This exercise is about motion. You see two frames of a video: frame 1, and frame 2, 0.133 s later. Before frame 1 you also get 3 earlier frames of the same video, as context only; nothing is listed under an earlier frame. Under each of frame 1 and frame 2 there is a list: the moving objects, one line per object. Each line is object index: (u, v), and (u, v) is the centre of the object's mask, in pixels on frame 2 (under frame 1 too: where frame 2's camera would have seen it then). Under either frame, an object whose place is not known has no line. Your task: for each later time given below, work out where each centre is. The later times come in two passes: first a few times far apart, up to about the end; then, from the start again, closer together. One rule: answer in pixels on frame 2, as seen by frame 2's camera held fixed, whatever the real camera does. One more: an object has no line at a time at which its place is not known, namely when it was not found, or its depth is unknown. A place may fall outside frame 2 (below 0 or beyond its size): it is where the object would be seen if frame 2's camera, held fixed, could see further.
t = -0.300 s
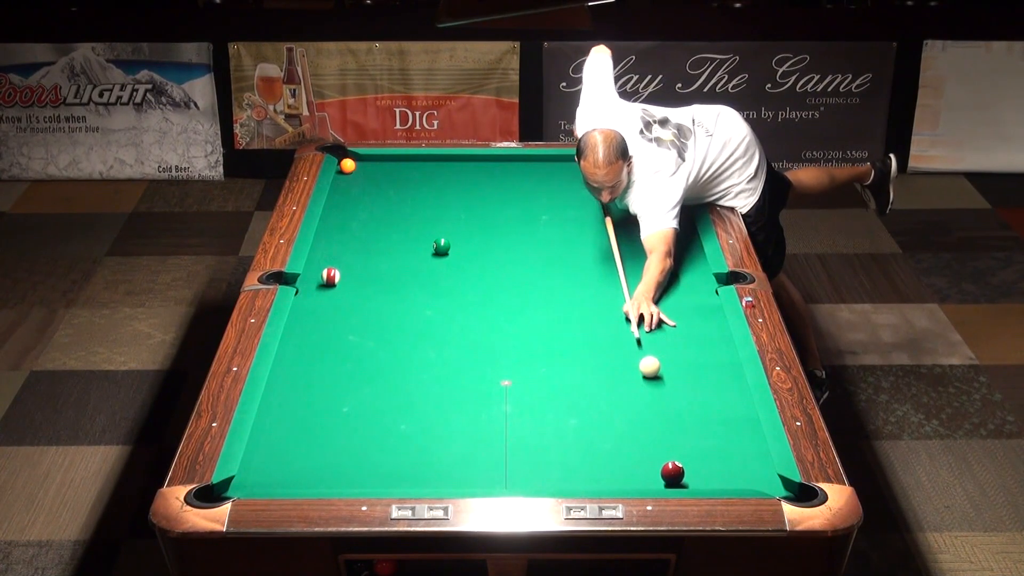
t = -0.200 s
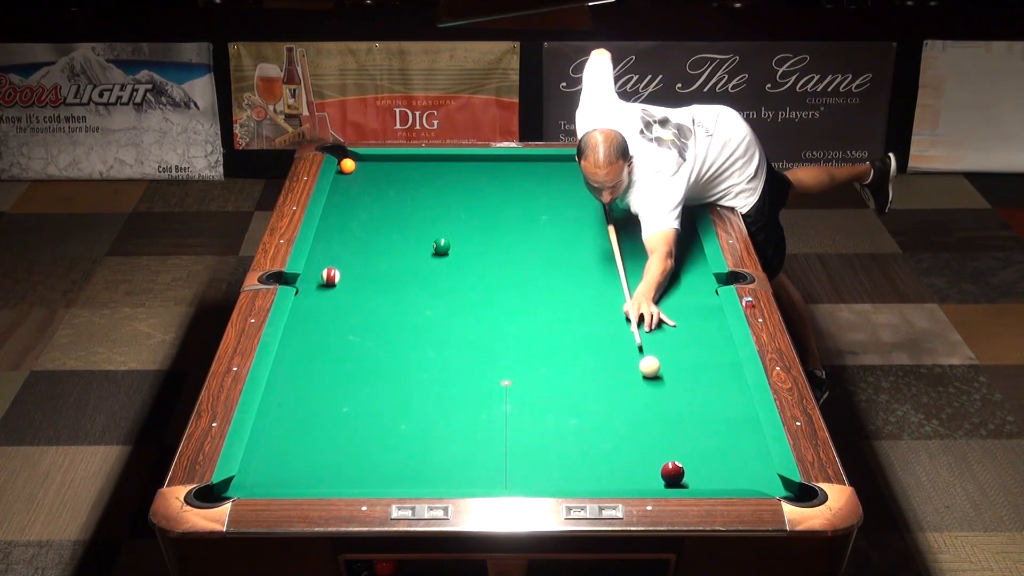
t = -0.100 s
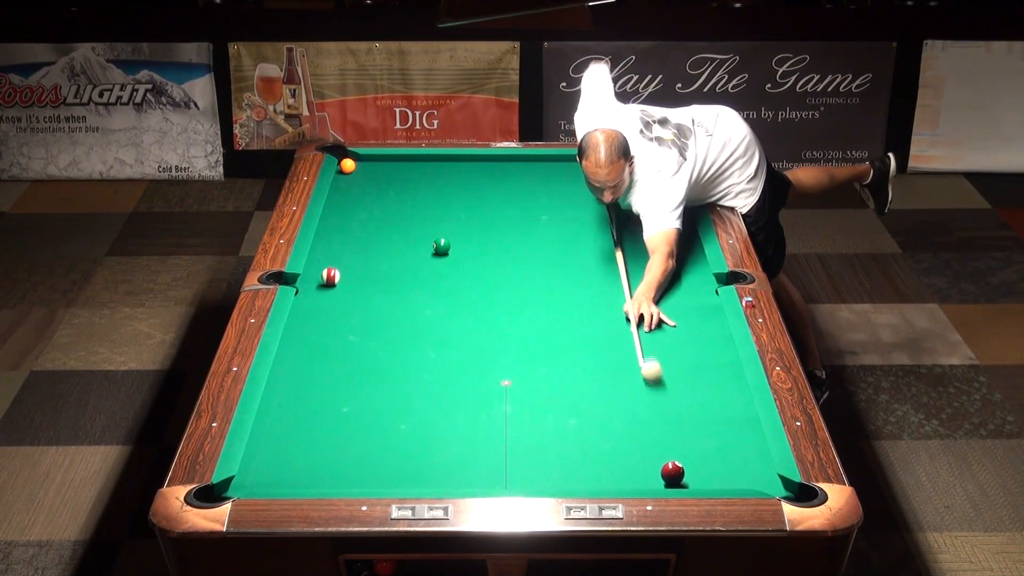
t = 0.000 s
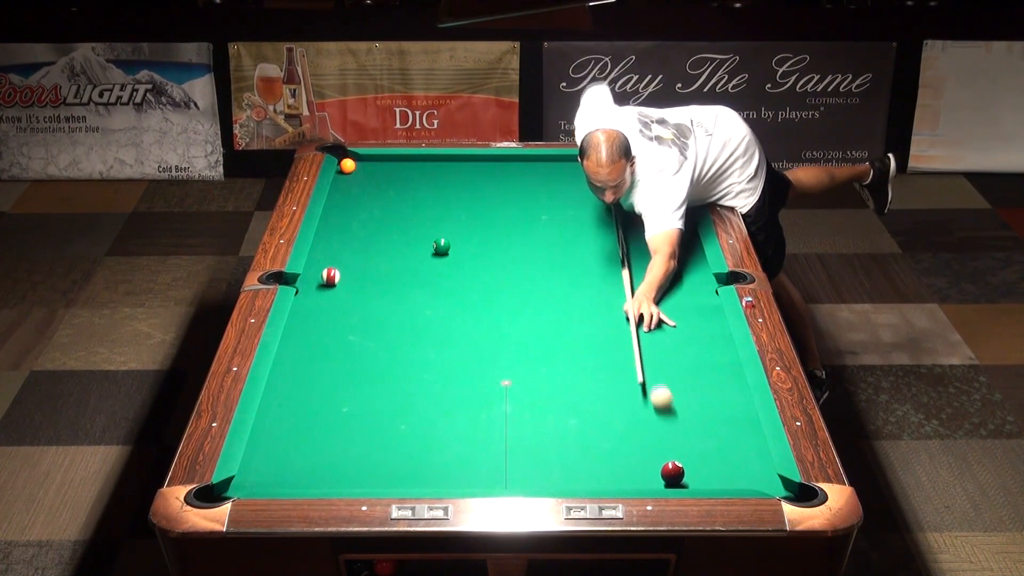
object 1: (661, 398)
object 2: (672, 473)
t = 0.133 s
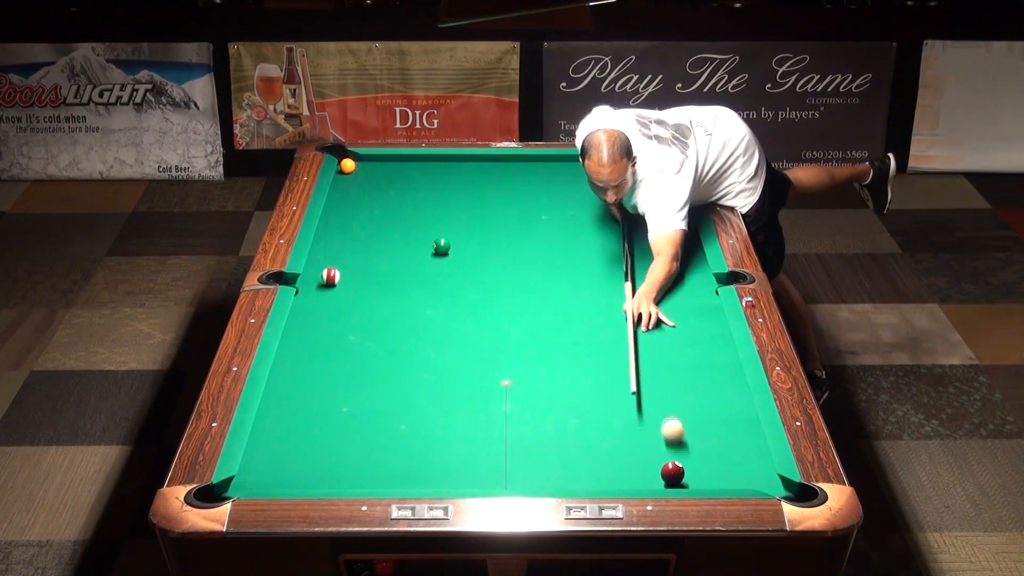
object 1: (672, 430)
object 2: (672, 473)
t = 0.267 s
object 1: (685, 462)
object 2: (670, 475)
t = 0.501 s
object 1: (731, 482)
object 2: (649, 473)
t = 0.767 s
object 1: (744, 470)
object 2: (633, 454)
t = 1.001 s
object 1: (755, 458)
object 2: (619, 438)
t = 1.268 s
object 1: (751, 450)
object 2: (606, 422)
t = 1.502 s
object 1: (743, 444)
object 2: (594, 409)
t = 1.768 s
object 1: (736, 439)
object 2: (583, 396)
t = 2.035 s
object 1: (730, 435)
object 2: (573, 384)
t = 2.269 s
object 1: (726, 432)
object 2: (565, 375)
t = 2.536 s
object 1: (723, 429)
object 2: (556, 365)
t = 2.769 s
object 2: (550, 359)
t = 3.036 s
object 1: (720, 428)
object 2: (543, 351)
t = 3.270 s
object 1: (719, 427)
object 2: (538, 345)
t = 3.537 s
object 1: (719, 428)
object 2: (533, 340)
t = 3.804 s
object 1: (719, 427)
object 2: (528, 336)
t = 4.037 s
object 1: (719, 427)
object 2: (525, 333)
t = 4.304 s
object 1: (719, 427)
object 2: (521, 330)
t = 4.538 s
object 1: (720, 427)
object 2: (519, 328)
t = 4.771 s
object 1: (719, 427)
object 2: (518, 327)
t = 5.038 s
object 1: (720, 427)
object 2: (518, 326)
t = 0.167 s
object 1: (675, 439)
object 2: (672, 473)
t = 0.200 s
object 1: (678, 447)
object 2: (672, 473)
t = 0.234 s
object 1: (681, 455)
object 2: (672, 473)
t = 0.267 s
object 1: (685, 462)
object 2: (670, 475)
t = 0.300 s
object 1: (692, 465)
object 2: (667, 478)
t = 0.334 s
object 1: (699, 468)
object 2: (662, 481)
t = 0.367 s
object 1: (706, 472)
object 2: (658, 481)
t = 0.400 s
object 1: (713, 476)
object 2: (656, 479)
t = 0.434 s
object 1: (720, 479)
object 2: (654, 478)
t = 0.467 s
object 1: (726, 481)
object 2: (652, 476)
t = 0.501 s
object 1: (731, 482)
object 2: (649, 473)
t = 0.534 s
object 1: (732, 480)
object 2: (647, 471)
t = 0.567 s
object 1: (734, 479)
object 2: (645, 468)
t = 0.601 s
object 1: (735, 478)
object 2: (643, 465)
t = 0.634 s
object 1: (737, 476)
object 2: (641, 463)
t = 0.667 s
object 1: (739, 475)
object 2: (639, 461)
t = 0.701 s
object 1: (741, 473)
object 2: (637, 459)
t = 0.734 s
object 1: (742, 471)
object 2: (635, 456)
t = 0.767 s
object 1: (744, 470)
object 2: (633, 454)
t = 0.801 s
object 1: (746, 468)
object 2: (631, 451)
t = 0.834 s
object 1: (747, 466)
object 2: (629, 449)
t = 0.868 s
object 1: (749, 465)
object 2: (627, 447)
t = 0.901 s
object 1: (750, 463)
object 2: (625, 445)
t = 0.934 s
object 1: (752, 461)
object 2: (623, 443)
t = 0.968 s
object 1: (754, 459)
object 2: (621, 440)
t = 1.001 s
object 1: (755, 458)
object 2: (619, 438)
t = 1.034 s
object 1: (757, 456)
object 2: (618, 435)
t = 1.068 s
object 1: (758, 455)
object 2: (616, 434)
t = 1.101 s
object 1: (757, 454)
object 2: (614, 432)
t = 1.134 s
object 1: (756, 453)
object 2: (612, 430)
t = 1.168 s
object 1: (755, 452)
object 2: (611, 428)
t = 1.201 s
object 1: (753, 451)
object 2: (609, 426)
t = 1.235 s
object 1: (752, 450)
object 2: (607, 423)
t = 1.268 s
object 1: (751, 450)
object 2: (606, 422)
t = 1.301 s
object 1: (750, 449)
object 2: (604, 420)
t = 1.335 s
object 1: (748, 448)
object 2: (602, 418)
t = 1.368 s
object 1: (747, 447)
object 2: (601, 416)
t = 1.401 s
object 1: (746, 446)
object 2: (599, 414)
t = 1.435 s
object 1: (745, 446)
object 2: (598, 413)
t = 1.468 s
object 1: (744, 445)
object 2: (596, 411)
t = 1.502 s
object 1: (743, 444)
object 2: (594, 409)
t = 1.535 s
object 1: (742, 443)
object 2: (593, 407)
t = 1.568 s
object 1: (741, 443)
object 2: (591, 406)
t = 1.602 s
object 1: (740, 442)
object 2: (590, 404)
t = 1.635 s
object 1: (739, 441)
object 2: (589, 402)
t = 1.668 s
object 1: (738, 441)
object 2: (587, 401)
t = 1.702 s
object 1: (738, 440)
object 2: (586, 399)
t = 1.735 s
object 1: (737, 440)
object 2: (584, 398)
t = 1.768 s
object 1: (736, 439)
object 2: (583, 396)
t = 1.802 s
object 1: (735, 438)
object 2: (582, 394)
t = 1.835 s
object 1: (734, 438)
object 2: (580, 393)
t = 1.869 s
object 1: (734, 437)
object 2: (579, 391)
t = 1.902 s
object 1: (733, 436)
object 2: (578, 390)
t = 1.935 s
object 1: (732, 436)
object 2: (577, 388)
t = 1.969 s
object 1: (732, 436)
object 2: (575, 387)
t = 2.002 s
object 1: (731, 435)
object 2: (574, 385)
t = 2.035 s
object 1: (730, 435)
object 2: (573, 384)
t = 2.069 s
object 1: (730, 434)
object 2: (572, 383)
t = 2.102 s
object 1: (729, 434)
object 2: (571, 381)
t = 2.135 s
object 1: (728, 433)
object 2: (569, 380)
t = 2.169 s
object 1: (728, 433)
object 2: (568, 379)
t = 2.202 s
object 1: (727, 433)
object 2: (567, 377)
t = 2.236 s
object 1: (727, 432)
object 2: (566, 376)
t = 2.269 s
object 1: (726, 432)
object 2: (565, 375)
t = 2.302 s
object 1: (726, 431)
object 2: (564, 374)
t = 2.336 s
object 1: (725, 431)
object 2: (563, 373)
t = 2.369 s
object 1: (725, 431)
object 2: (562, 371)
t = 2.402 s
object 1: (724, 430)
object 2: (561, 370)
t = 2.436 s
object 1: (724, 430)
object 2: (560, 369)
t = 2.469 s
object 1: (723, 430)
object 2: (559, 367)
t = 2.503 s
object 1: (723, 430)
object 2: (558, 366)
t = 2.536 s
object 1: (723, 429)
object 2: (556, 365)
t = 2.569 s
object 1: (722, 429)
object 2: (556, 364)
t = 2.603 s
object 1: (723, 429)
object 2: (555, 363)
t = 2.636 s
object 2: (554, 362)
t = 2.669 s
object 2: (553, 361)
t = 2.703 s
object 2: (552, 360)
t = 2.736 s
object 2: (551, 359)
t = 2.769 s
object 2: (550, 359)
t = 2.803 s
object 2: (549, 357)
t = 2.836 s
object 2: (548, 356)
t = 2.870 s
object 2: (547, 355)
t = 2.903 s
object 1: (717, 428)
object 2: (546, 354)
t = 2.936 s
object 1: (719, 428)
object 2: (546, 353)
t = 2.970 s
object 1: (720, 428)
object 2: (545, 352)
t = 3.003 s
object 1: (720, 428)
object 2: (544, 352)
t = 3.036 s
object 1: (720, 428)
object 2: (543, 351)
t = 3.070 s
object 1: (719, 428)
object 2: (543, 350)
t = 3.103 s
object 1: (719, 428)
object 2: (542, 349)
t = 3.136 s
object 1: (719, 427)
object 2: (541, 348)
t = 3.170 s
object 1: (719, 428)
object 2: (540, 347)
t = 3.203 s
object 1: (719, 427)
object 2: (540, 347)
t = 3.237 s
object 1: (719, 427)
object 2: (539, 346)
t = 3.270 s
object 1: (719, 427)
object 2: (538, 345)
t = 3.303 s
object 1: (719, 427)
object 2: (538, 345)
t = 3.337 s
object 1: (719, 428)
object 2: (537, 344)
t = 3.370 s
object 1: (719, 427)
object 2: (536, 343)
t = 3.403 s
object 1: (719, 427)
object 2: (536, 343)
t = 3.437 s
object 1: (719, 427)
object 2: (535, 342)
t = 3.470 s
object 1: (719, 428)
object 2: (534, 341)
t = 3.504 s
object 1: (719, 428)
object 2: (534, 341)
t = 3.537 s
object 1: (719, 428)
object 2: (533, 340)
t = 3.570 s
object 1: (720, 427)
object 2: (532, 339)
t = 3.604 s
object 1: (720, 427)
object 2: (532, 339)
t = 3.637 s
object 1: (720, 427)
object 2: (531, 338)
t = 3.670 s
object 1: (720, 427)
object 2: (531, 338)
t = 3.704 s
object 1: (720, 427)
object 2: (530, 337)
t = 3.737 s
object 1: (719, 428)
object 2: (529, 337)
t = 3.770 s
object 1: (720, 427)
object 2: (529, 336)
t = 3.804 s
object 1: (719, 427)
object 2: (528, 336)
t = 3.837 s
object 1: (719, 427)
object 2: (528, 336)
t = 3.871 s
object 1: (719, 427)
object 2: (527, 335)
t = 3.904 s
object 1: (719, 428)
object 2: (527, 335)
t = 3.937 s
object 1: (719, 428)
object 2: (526, 334)
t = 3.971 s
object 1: (719, 428)
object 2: (526, 334)
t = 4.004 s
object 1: (719, 428)
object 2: (525, 333)
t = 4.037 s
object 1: (719, 427)
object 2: (525, 333)
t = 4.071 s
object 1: (719, 427)
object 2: (524, 333)
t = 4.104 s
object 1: (719, 428)
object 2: (524, 332)
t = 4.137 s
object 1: (719, 428)
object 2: (523, 332)
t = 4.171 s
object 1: (719, 428)
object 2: (523, 331)
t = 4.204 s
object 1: (719, 428)
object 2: (523, 331)
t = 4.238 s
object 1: (719, 428)
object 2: (522, 331)
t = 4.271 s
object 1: (719, 428)
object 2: (522, 330)
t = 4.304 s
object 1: (719, 427)
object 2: (521, 330)
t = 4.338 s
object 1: (719, 428)
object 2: (521, 330)
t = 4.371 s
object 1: (719, 428)
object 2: (521, 329)
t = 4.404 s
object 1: (720, 428)
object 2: (520, 329)
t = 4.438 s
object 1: (719, 427)
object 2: (520, 329)
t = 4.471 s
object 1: (719, 428)
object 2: (520, 328)
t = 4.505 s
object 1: (719, 428)
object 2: (519, 328)
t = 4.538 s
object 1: (720, 427)
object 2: (519, 328)
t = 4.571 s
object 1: (719, 428)
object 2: (519, 328)
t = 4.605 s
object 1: (719, 428)
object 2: (519, 328)
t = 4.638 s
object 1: (719, 427)
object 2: (518, 327)
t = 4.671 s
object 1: (719, 427)
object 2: (518, 327)
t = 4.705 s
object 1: (720, 427)
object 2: (518, 327)
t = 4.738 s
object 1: (719, 428)
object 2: (518, 327)
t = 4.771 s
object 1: (719, 427)
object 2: (518, 327)
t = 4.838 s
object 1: (719, 428)
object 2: (518, 326)
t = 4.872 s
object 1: (719, 428)
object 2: (518, 326)
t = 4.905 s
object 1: (719, 428)
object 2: (518, 326)
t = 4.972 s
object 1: (719, 428)
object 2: (518, 326)
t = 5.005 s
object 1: (720, 427)
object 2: (518, 326)
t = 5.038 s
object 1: (720, 427)
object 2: (518, 326)
